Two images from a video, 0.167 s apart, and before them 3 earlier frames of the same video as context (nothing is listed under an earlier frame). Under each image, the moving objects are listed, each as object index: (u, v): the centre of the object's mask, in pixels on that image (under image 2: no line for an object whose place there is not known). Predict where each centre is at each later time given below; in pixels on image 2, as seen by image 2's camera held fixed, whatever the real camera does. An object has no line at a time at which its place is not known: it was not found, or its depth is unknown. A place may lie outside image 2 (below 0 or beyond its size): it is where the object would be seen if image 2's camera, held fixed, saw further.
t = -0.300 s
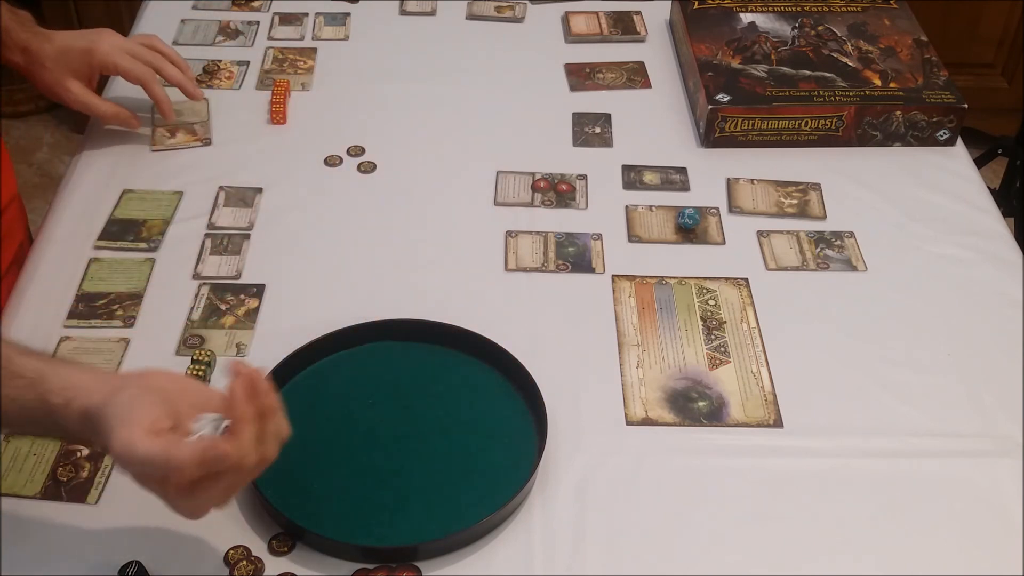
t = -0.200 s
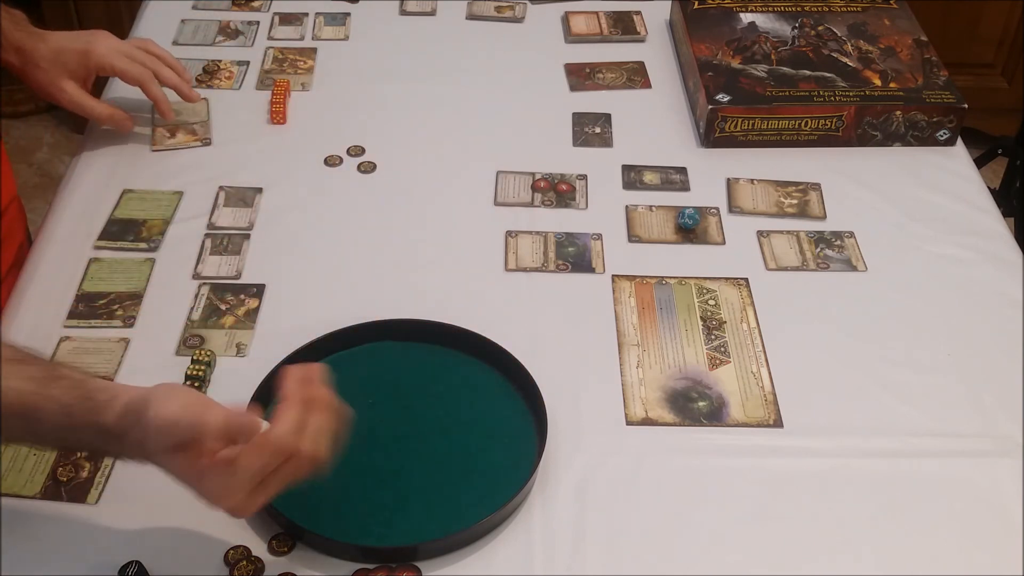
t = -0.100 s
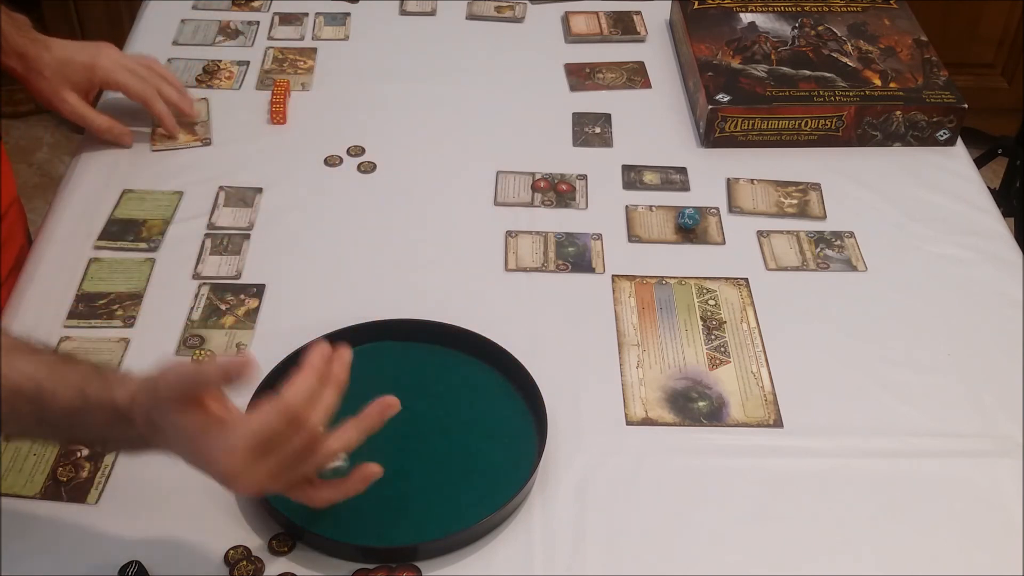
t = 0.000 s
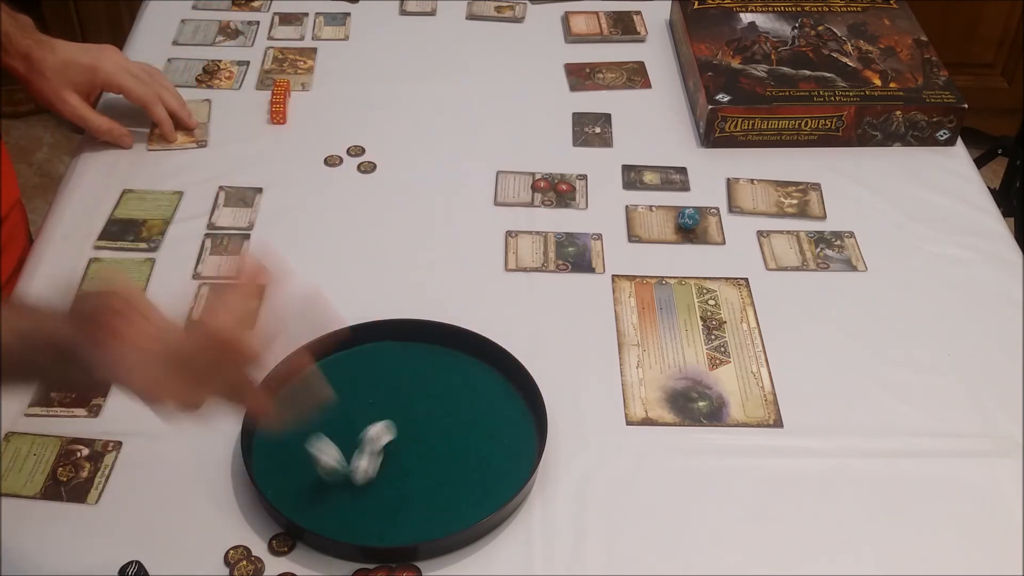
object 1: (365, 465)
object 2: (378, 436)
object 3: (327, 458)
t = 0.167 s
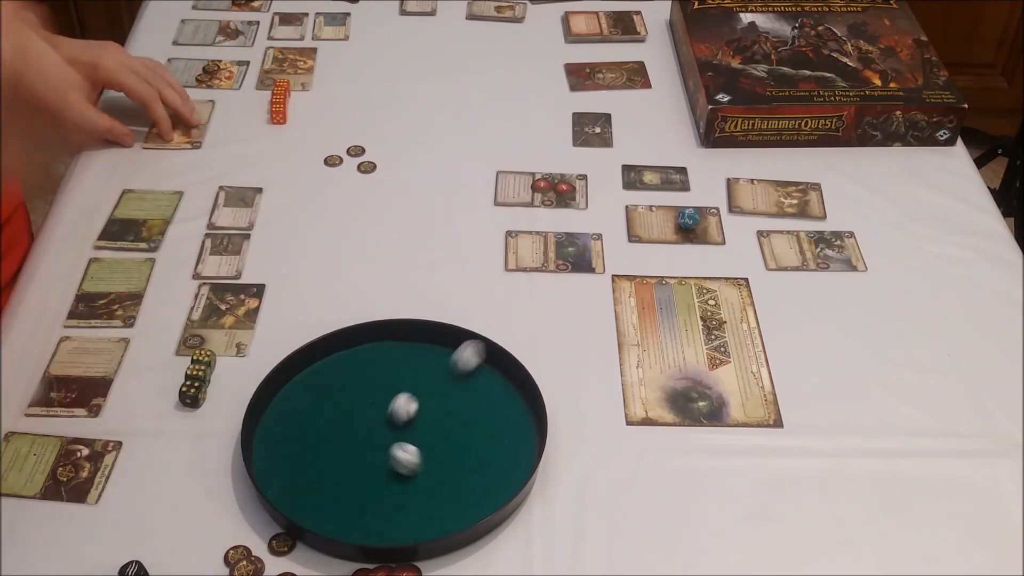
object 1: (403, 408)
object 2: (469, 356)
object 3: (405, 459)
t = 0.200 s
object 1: (407, 401)
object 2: (474, 353)
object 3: (417, 461)
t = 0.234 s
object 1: (413, 392)
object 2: (475, 357)
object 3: (424, 466)
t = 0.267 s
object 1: (416, 385)
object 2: (477, 357)
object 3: (428, 469)
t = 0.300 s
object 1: (417, 378)
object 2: (479, 357)
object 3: (436, 473)
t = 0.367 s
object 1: (423, 370)
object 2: (482, 360)
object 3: (450, 478)
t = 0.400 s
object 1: (426, 367)
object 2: (484, 361)
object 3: (456, 478)
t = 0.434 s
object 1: (427, 365)
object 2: (485, 363)
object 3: (459, 478)
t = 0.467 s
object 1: (426, 364)
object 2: (486, 364)
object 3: (462, 479)
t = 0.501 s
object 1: (425, 363)
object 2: (487, 365)
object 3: (465, 480)
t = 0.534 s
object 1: (423, 362)
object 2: (488, 366)
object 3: (472, 480)
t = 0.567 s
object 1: (421, 362)
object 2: (489, 367)
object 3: (476, 478)
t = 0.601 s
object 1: (419, 363)
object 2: (489, 367)
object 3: (476, 476)
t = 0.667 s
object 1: (416, 368)
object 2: (489, 367)
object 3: (476, 477)
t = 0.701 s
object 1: (415, 368)
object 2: (489, 367)
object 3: (476, 477)
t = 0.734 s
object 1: (415, 368)
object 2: (489, 367)
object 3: (476, 477)
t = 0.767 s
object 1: (415, 368)
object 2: (489, 367)
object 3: (476, 477)
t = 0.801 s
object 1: (415, 368)
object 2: (489, 367)
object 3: (476, 477)
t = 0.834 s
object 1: (415, 368)
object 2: (489, 367)
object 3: (476, 477)
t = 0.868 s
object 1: (415, 368)
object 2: (489, 367)
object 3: (476, 477)
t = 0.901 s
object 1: (415, 368)
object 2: (489, 367)
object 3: (476, 477)
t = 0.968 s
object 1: (415, 368)
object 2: (489, 367)
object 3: (476, 477)
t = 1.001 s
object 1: (415, 368)
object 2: (489, 367)
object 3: (476, 477)
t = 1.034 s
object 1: (415, 368)
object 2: (489, 367)
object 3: (476, 477)
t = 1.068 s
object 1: (415, 368)
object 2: (489, 367)
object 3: (476, 477)
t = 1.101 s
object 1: (415, 368)
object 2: (489, 367)
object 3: (476, 477)
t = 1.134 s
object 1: (415, 368)
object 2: (489, 367)
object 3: (476, 477)
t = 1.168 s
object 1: (415, 368)
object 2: (489, 367)
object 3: (476, 477)
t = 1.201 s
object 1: (415, 368)
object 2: (489, 367)
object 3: (476, 477)
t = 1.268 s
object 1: (415, 368)
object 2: (489, 367)
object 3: (476, 477)
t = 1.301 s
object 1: (415, 368)
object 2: (489, 367)
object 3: (476, 477)
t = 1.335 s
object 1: (415, 368)
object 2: (489, 367)
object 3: (476, 477)
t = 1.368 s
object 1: (415, 368)
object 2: (489, 367)
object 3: (476, 477)
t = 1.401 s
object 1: (415, 368)
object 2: (489, 367)
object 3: (476, 477)
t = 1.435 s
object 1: (415, 368)
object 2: (489, 367)
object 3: (476, 477)
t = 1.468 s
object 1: (415, 368)
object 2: (489, 367)
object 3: (476, 477)
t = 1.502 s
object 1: (415, 368)
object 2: (489, 367)
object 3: (476, 477)
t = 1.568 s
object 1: (415, 368)
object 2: (489, 367)
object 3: (476, 477)
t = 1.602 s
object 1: (415, 368)
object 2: (489, 367)
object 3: (476, 477)
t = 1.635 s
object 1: (415, 368)
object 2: (489, 367)
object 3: (476, 477)
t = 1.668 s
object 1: (415, 368)
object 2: (489, 367)
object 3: (476, 477)
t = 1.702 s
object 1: (415, 368)
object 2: (489, 367)
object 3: (476, 477)
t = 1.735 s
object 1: (415, 368)
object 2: (489, 367)
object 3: (476, 477)
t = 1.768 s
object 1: (415, 368)
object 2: (489, 367)
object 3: (476, 477)
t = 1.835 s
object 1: (415, 368)
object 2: (489, 367)
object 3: (476, 477)
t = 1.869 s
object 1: (415, 368)
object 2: (489, 367)
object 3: (476, 477)
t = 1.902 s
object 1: (415, 368)
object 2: (489, 367)
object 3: (476, 477)
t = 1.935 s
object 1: (415, 368)
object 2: (489, 367)
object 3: (476, 477)
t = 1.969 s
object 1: (415, 368)
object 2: (489, 367)
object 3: (476, 477)
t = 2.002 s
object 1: (415, 368)
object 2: (489, 367)
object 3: (476, 477)
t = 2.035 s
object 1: (415, 368)
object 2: (489, 367)
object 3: (476, 477)
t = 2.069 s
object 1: (415, 368)
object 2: (489, 367)
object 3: (476, 477)
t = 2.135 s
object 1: (415, 368)
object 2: (489, 367)
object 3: (476, 477)
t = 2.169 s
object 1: (415, 368)
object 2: (489, 367)
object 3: (476, 477)
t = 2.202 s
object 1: (415, 368)
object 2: (489, 367)
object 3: (476, 477)
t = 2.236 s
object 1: (415, 368)
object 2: (489, 367)
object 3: (476, 477)
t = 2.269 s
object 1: (415, 368)
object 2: (489, 367)
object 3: (476, 477)
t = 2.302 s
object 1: (415, 368)
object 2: (489, 367)
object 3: (476, 477)
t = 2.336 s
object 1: (415, 368)
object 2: (489, 367)
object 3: (476, 477)
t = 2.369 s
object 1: (415, 368)
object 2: (489, 367)
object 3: (476, 477)
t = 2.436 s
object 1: (415, 368)
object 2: (489, 367)
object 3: (476, 477)
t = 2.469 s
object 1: (415, 368)
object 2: (489, 367)
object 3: (476, 477)
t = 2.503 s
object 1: (415, 368)
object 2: (489, 367)
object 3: (476, 477)
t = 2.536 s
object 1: (415, 368)
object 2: (489, 367)
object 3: (476, 477)
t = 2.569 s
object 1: (415, 368)
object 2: (489, 367)
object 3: (476, 477)
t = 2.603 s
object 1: (415, 368)
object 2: (489, 367)
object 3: (476, 477)
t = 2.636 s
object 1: (415, 368)
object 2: (489, 367)
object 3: (476, 477)
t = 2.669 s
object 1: (415, 368)
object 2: (489, 367)
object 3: (476, 477)
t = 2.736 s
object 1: (415, 368)
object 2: (489, 367)
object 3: (476, 477)
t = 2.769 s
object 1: (415, 368)
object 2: (489, 367)
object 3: (476, 477)
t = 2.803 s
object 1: (415, 368)
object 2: (489, 367)
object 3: (476, 477)
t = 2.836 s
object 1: (415, 368)
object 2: (489, 367)
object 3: (476, 477)
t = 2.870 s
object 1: (415, 368)
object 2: (489, 367)
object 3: (476, 477)
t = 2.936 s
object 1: (415, 368)
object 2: (489, 367)
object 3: (476, 477)
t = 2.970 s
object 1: (415, 368)
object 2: (489, 367)
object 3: (476, 477)
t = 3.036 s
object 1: (415, 368)
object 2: (489, 367)
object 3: (476, 477)
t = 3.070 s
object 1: (415, 368)
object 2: (489, 367)
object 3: (476, 477)
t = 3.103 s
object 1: (415, 368)
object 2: (489, 367)
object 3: (476, 477)
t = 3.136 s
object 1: (415, 368)
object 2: (489, 367)
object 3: (476, 477)
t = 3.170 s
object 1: (415, 368)
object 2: (489, 367)
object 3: (476, 477)
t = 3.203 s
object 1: (415, 368)
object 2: (489, 367)
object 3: (476, 477)
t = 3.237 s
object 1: (415, 368)
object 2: (489, 367)
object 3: (476, 477)
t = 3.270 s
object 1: (415, 368)
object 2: (489, 367)
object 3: (476, 477)
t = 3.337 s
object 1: (415, 368)
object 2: (489, 367)
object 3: (476, 477)
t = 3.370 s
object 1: (415, 368)
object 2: (489, 367)
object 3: (476, 477)
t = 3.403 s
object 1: (415, 368)
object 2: (489, 367)
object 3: (476, 477)
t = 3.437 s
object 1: (415, 368)
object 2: (489, 367)
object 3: (476, 477)
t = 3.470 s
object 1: (415, 368)
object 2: (489, 367)
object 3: (476, 477)
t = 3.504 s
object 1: (415, 368)
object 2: (489, 367)
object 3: (476, 477)
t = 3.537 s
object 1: (415, 368)
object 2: (489, 367)
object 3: (476, 477)
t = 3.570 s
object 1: (415, 368)
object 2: (489, 367)
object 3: (476, 477)
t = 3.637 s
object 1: (415, 368)
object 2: (489, 367)
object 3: (476, 477)
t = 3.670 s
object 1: (415, 368)
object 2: (489, 367)
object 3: (476, 477)
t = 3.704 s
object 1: (415, 368)
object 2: (489, 367)
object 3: (476, 477)
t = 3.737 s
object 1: (415, 368)
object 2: (489, 367)
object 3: (476, 477)
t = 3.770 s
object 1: (415, 368)
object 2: (489, 367)
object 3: (476, 477)
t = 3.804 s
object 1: (415, 368)
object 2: (489, 367)
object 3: (476, 477)
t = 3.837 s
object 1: (415, 368)
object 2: (489, 367)
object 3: (476, 477)
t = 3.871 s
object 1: (415, 368)
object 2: (489, 367)
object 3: (476, 477)
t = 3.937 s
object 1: (415, 368)
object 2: (489, 367)
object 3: (476, 477)
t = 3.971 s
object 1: (415, 368)
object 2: (489, 367)
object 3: (476, 477)
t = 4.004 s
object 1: (415, 368)
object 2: (489, 367)
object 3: (476, 477)
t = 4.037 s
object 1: (415, 368)
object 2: (489, 367)
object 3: (476, 477)
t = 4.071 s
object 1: (415, 368)
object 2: (489, 367)
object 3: (476, 477)
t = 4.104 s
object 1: (415, 368)
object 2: (489, 367)
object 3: (476, 477)
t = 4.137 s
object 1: (415, 368)
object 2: (489, 367)
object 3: (476, 477)
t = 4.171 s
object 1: (415, 368)
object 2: (489, 367)
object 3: (476, 477)
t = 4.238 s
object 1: (415, 368)
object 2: (489, 367)
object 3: (476, 477)
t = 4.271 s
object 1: (415, 368)
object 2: (489, 367)
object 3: (476, 477)
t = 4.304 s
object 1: (415, 368)
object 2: (489, 367)
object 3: (476, 477)
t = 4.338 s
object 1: (415, 368)
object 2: (489, 367)
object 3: (476, 477)
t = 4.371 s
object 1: (415, 368)
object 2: (489, 367)
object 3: (476, 477)
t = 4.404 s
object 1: (415, 368)
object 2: (489, 367)
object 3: (476, 477)
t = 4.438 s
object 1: (415, 368)
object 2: (489, 367)
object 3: (476, 477)
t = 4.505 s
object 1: (415, 368)
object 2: (489, 367)
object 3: (476, 477)
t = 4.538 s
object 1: (415, 368)
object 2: (489, 367)
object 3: (476, 477)
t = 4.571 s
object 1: (415, 368)
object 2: (489, 367)
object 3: (476, 477)
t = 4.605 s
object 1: (415, 368)
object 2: (489, 367)
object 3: (476, 477)
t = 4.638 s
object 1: (415, 368)
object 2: (489, 367)
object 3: (476, 477)
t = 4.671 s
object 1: (415, 368)
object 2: (489, 367)
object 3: (476, 477)
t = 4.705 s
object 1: (415, 368)
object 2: (489, 367)
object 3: (476, 477)
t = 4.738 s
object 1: (415, 368)
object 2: (489, 367)
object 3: (476, 477)
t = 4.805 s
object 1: (415, 368)
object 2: (489, 367)
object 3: (476, 477)
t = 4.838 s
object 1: (415, 368)
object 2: (489, 367)
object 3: (476, 477)
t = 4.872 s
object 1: (415, 368)
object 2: (489, 367)
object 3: (476, 477)
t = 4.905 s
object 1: (415, 368)
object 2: (489, 367)
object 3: (476, 477)
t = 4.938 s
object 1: (415, 368)
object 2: (489, 367)
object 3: (476, 477)
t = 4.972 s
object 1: (415, 368)
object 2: (489, 367)
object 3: (476, 477)
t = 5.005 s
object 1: (415, 368)
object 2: (489, 367)
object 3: (476, 477)
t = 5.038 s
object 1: (415, 368)
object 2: (489, 367)
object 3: (476, 477)
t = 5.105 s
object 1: (415, 368)
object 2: (489, 367)
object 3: (476, 477)
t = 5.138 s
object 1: (415, 368)
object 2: (489, 367)
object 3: (476, 477)
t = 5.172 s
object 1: (415, 368)
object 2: (489, 367)
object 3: (476, 477)
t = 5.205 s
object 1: (415, 368)
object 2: (489, 367)
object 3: (476, 477)
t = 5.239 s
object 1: (415, 368)
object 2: (489, 367)
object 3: (476, 477)
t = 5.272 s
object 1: (415, 368)
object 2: (489, 367)
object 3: (476, 477)
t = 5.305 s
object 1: (415, 368)
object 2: (489, 367)
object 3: (476, 477)
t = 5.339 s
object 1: (415, 368)
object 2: (489, 367)
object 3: (476, 477)
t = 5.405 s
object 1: (415, 368)
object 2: (489, 367)
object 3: (476, 477)
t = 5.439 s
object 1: (415, 368)
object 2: (489, 367)
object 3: (476, 477)
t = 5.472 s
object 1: (415, 368)
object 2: (489, 367)
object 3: (476, 477)
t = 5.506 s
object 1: (415, 368)
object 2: (489, 367)
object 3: (476, 477)
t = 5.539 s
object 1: (415, 368)
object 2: (489, 367)
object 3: (476, 477)
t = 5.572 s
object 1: (415, 368)
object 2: (489, 367)
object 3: (476, 477)
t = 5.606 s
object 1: (415, 368)
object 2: (489, 367)
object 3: (476, 477)
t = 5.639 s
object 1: (415, 368)
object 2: (489, 367)
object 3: (476, 477)
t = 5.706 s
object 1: (415, 368)
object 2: (489, 367)
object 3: (476, 477)
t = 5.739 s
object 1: (415, 368)
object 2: (489, 367)
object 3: (476, 477)
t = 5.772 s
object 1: (415, 368)
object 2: (489, 367)
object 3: (476, 477)
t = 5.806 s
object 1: (415, 368)
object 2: (489, 367)
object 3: (476, 477)
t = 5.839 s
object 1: (415, 368)
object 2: (489, 367)
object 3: (476, 477)
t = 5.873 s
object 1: (415, 368)
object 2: (489, 367)
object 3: (476, 477)
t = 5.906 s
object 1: (415, 368)
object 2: (489, 367)
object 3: (476, 477)
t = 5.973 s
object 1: (415, 368)
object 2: (489, 367)
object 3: (476, 477)
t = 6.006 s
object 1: (415, 368)
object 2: (489, 367)
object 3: (476, 477)
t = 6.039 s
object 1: (415, 368)
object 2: (489, 367)
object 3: (476, 477)
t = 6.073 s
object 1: (415, 368)
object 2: (489, 367)
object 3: (476, 477)
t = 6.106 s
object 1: (415, 368)
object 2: (489, 367)
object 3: (476, 477)
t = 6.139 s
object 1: (415, 368)
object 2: (489, 367)
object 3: (476, 477)
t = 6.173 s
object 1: (415, 368)
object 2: (489, 367)
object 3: (476, 477)
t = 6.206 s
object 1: (415, 368)
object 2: (489, 367)
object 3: (476, 477)
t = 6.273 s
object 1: (415, 368)
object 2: (489, 367)
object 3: (476, 477)
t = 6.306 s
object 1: (415, 368)
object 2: (489, 367)
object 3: (476, 477)
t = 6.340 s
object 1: (415, 368)
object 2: (489, 367)
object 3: (476, 477)
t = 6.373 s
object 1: (415, 368)
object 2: (489, 367)
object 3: (476, 477)
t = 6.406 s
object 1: (415, 368)
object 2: (489, 367)
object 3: (476, 477)
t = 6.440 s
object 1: (415, 368)
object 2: (489, 367)
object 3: (476, 477)
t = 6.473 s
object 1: (415, 368)
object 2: (489, 367)
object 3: (476, 477)
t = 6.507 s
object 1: (415, 368)
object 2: (489, 367)
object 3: (476, 477)
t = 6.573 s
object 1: (415, 368)
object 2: (489, 367)
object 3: (476, 477)
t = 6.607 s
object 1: (415, 368)
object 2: (489, 367)
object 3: (476, 477)
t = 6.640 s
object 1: (415, 368)
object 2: (489, 367)
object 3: (476, 477)
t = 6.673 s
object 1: (415, 368)
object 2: (489, 367)
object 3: (476, 477)
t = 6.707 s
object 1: (415, 368)
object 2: (489, 367)
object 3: (476, 477)
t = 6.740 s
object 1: (415, 368)
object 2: (489, 367)
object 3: (476, 477)
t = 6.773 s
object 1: (415, 368)
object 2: (489, 367)
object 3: (476, 477)
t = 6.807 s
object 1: (415, 368)
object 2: (489, 367)
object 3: (476, 477)
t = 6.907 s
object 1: (415, 368)
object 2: (489, 367)
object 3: (476, 477)
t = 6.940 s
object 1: (415, 368)
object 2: (489, 367)
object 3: (476, 477)
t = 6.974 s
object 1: (415, 368)
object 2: (489, 367)
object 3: (476, 477)
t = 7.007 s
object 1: (415, 368)
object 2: (489, 367)
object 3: (476, 477)
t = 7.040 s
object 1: (415, 368)
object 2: (489, 367)
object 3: (476, 477)
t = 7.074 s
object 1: (415, 368)
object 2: (489, 367)
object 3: (476, 477)
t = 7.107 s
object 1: (415, 368)
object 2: (489, 367)
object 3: (476, 477)
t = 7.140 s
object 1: (415, 368)
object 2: (489, 367)
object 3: (476, 477)
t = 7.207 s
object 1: (415, 368)
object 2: (489, 367)
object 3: (476, 477)
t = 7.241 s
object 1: (415, 368)
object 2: (489, 367)
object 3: (476, 477)
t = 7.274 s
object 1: (415, 368)
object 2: (489, 367)
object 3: (476, 477)
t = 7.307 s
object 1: (415, 368)
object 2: (489, 367)
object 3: (476, 477)
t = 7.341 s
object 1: (415, 368)
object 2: (489, 367)
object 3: (476, 477)
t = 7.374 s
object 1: (415, 368)
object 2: (489, 367)
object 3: (476, 477)
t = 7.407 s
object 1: (415, 368)
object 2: (489, 367)
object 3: (476, 477)
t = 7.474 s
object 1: (415, 368)
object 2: (489, 367)
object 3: (476, 477)
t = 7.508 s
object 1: (415, 368)
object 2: (489, 367)
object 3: (476, 477)
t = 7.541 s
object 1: (415, 368)
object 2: (489, 367)
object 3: (476, 477)
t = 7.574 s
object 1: (415, 368)
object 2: (489, 367)
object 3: (476, 477)
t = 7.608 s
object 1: (415, 368)
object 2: (489, 367)
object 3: (476, 477)
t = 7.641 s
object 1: (415, 368)
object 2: (489, 367)
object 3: (476, 477)
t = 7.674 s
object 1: (415, 368)
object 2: (489, 367)
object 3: (476, 477)
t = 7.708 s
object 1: (415, 368)
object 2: (489, 367)
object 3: (476, 477)
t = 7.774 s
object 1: (415, 368)
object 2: (489, 367)
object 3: (476, 477)
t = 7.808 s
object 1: (415, 368)
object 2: (489, 367)
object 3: (476, 477)
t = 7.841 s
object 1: (415, 368)
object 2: (489, 367)
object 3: (476, 477)
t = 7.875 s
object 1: (415, 368)
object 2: (489, 367)
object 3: (476, 477)
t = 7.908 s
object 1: (415, 368)
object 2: (489, 367)
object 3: (476, 477)
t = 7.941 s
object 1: (415, 368)
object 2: (489, 367)
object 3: (476, 477)
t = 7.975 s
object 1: (415, 368)
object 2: (489, 367)
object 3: (476, 477)
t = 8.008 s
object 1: (415, 368)
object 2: (489, 367)
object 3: (476, 478)
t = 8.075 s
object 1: (415, 368)
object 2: (489, 367)
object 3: (476, 478)
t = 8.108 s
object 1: (415, 368)
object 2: (489, 367)
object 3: (476, 478)
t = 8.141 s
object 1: (415, 368)
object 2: (489, 367)
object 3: (476, 478)
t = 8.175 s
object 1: (415, 368)
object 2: (489, 367)
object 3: (476, 478)
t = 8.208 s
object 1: (415, 368)
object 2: (489, 367)
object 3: (476, 477)
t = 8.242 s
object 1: (415, 368)
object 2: (489, 367)
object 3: (476, 477)
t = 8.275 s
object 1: (415, 368)
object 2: (489, 367)
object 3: (476, 477)
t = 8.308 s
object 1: (416, 368)
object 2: (489, 367)
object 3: (476, 477)
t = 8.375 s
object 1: (415, 368)
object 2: (489, 367)
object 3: (476, 477)
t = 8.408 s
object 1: (415, 368)
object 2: (489, 367)
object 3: (476, 477)
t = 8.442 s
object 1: (415, 368)
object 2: (489, 367)
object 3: (476, 477)
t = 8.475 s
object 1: (415, 368)
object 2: (489, 367)
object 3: (476, 477)
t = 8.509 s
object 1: (415, 368)
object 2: (488, 367)
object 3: (476, 477)
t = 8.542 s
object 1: (415, 368)
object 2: (489, 367)
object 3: (476, 477)
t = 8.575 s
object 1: (415, 368)
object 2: (489, 367)
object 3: (476, 477)
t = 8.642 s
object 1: (415, 368)
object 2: (489, 367)
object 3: (476, 477)
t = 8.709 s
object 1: (415, 368)
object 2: (489, 367)
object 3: (476, 477)
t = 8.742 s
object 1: (415, 368)
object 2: (489, 367)
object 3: (476, 477)
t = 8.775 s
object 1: (415, 368)
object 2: (489, 367)
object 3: (476, 477)
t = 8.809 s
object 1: (415, 368)
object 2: (489, 367)
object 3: (476, 477)
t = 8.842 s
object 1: (415, 368)
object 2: (489, 367)
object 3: (476, 477)
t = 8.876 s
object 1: (415, 368)
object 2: (489, 367)
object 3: (476, 477)
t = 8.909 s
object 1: (415, 368)
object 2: (489, 367)
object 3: (476, 477)
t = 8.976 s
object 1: (415, 368)
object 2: (489, 367)
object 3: (476, 477)
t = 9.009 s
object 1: (415, 368)
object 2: (489, 367)
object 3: (476, 477)
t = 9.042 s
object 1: (415, 368)
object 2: (489, 367)
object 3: (476, 477)
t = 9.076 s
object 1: (415, 368)
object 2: (489, 367)
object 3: (476, 477)
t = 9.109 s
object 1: (415, 368)
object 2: (489, 367)
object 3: (476, 477)
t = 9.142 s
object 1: (415, 368)
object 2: (489, 367)
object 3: (476, 477)
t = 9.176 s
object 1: (415, 368)
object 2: (489, 367)
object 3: (476, 477)
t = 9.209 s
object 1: (415, 368)
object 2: (489, 367)
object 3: (476, 477)
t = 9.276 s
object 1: (415, 368)
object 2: (489, 367)
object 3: (476, 477)
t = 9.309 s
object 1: (415, 368)
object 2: (489, 367)
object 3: (476, 477)
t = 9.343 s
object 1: (415, 368)
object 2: (489, 367)
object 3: (476, 477)
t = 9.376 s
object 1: (415, 368)
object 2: (489, 367)
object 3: (476, 477)
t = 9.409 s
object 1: (415, 368)
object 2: (489, 367)
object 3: (476, 477)
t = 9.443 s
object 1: (415, 368)
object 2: (489, 367)
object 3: (476, 477)
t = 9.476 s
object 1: (415, 368)
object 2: (489, 367)
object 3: (476, 477)
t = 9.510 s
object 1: (415, 368)
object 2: (489, 367)
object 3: (476, 477)
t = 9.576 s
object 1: (415, 368)
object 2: (489, 367)
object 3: (476, 477)
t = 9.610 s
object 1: (415, 368)
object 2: (489, 367)
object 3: (476, 477)
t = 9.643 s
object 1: (415, 368)
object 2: (489, 367)
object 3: (476, 477)
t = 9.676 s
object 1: (415, 368)
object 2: (489, 367)
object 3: (476, 477)
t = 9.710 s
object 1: (415, 368)
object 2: (489, 367)
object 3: (476, 477)
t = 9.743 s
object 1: (415, 368)
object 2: (489, 367)
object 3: (476, 477)
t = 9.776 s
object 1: (415, 368)
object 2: (489, 367)
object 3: (476, 477)
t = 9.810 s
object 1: (415, 368)
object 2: (489, 367)
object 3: (476, 477)
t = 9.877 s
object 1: (415, 368)
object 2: (489, 367)
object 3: (476, 477)
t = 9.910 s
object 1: (415, 368)
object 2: (489, 367)
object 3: (476, 477)
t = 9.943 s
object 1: (415, 368)
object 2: (489, 367)
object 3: (476, 477)
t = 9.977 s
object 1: (415, 368)
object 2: (489, 367)
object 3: (476, 477)
